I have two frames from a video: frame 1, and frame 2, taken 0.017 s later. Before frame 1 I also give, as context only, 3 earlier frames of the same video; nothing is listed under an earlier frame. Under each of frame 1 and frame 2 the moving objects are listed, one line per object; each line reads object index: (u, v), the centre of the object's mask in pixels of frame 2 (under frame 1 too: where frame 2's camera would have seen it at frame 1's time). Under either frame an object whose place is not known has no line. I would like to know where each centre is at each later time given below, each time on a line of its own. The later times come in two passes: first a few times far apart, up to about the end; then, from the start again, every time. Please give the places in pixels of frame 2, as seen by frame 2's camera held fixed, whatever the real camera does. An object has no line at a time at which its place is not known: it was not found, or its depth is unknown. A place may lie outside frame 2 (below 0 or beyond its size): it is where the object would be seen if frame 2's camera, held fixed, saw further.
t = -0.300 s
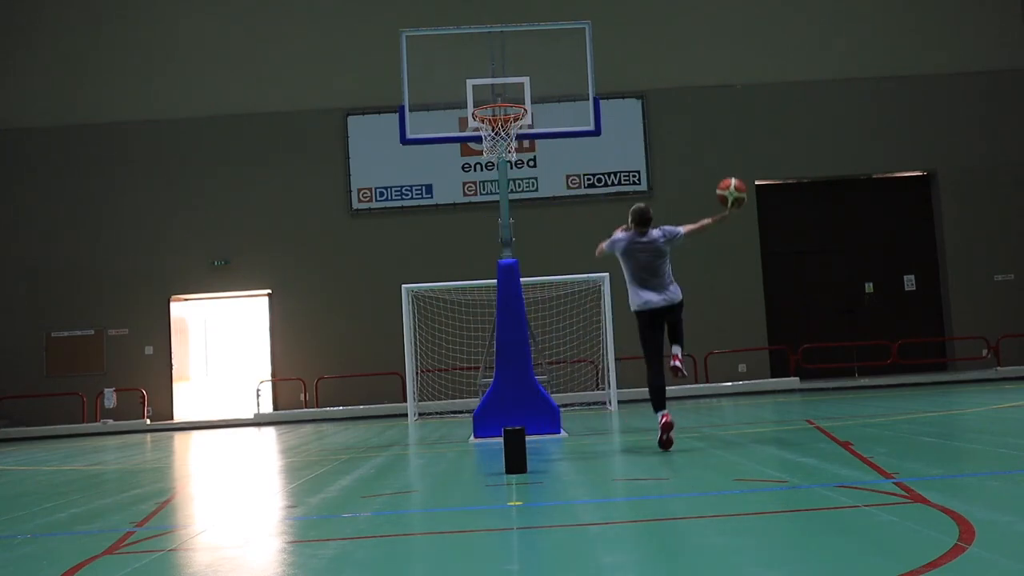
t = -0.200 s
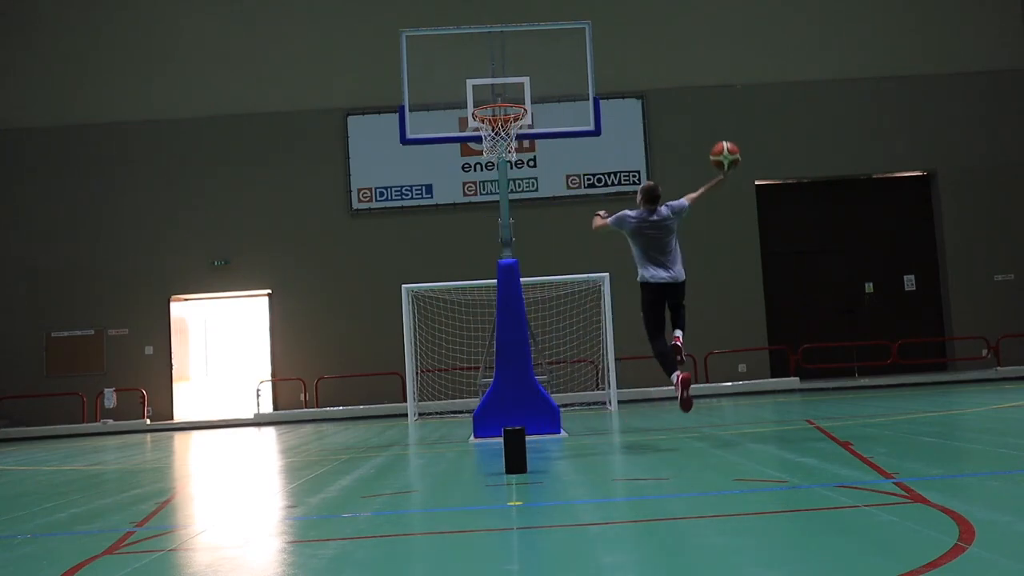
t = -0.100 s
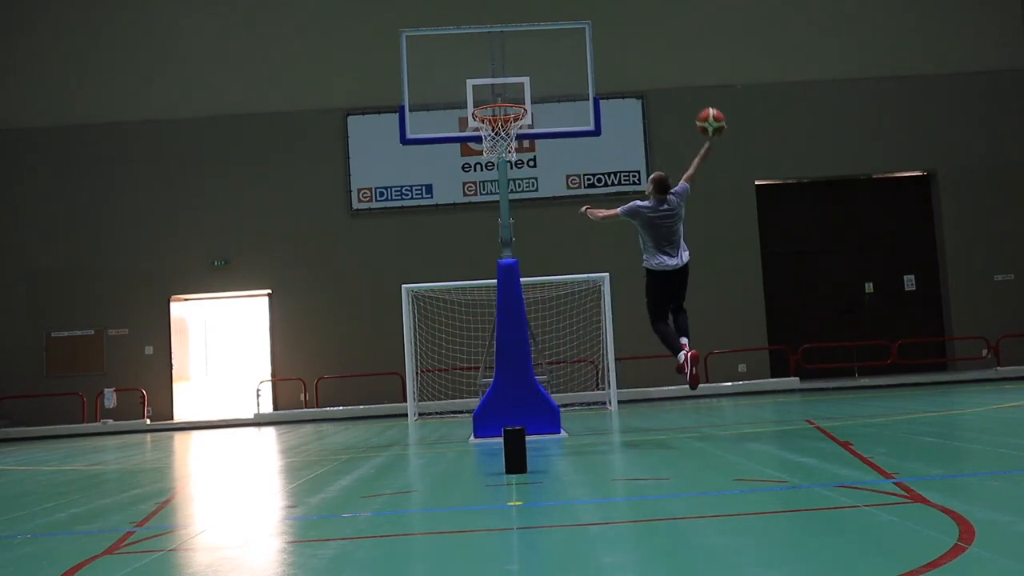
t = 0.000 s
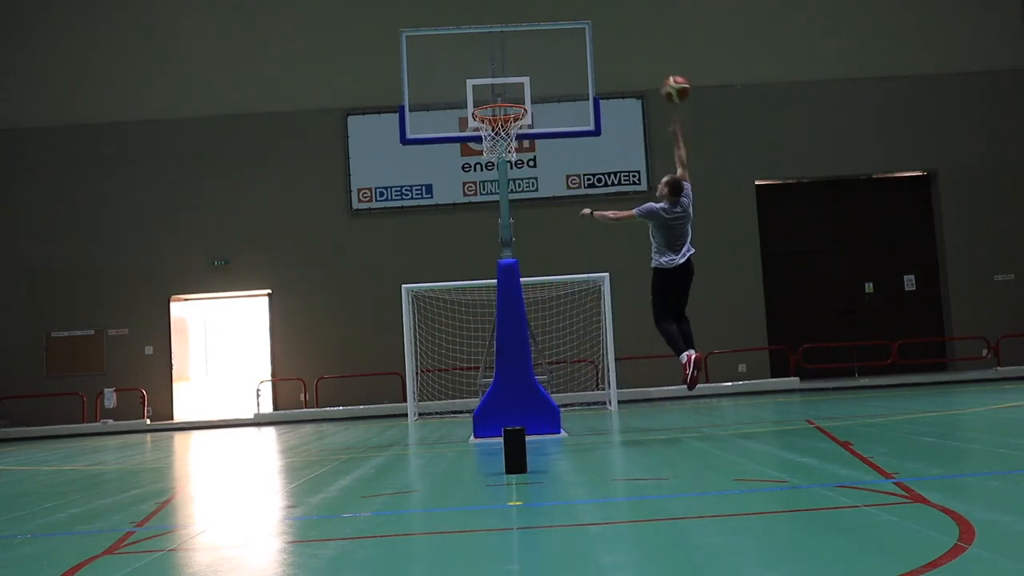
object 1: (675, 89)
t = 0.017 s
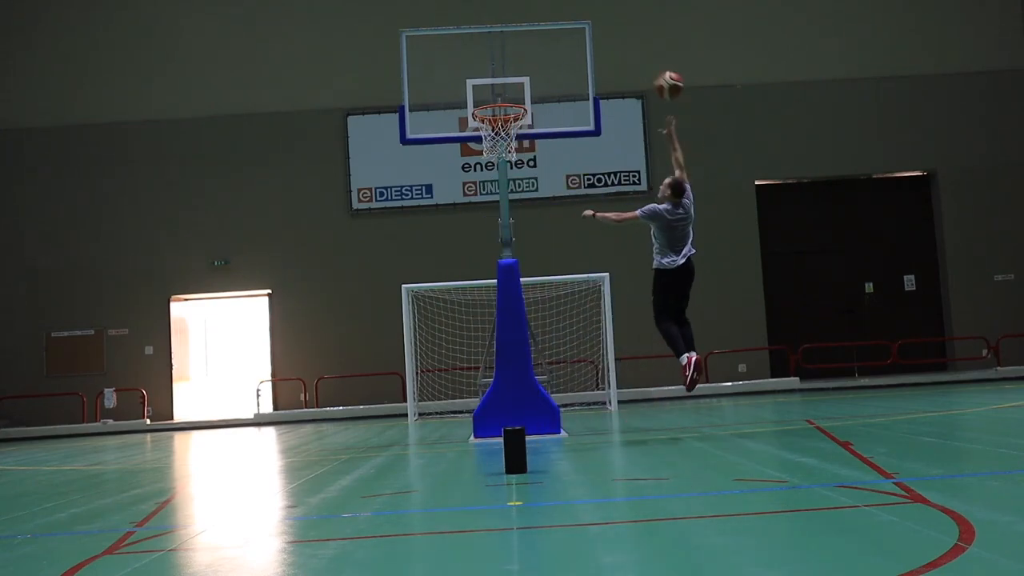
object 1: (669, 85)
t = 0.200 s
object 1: (599, 57)
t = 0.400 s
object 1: (545, 58)
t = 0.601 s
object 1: (510, 91)
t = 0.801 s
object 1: (491, 94)
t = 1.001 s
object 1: (495, 100)
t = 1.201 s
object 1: (516, 138)
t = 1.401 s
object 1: (518, 161)
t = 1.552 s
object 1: (517, 205)
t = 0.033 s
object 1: (662, 81)
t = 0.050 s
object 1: (655, 77)
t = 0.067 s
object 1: (649, 73)
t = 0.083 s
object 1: (642, 70)
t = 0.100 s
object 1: (636, 68)
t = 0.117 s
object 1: (630, 65)
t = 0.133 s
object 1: (622, 63)
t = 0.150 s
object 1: (617, 61)
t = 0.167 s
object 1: (611, 60)
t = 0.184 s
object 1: (606, 58)
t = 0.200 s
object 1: (599, 57)
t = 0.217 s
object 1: (593, 57)
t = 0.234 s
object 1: (587, 56)
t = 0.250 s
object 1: (581, 56)
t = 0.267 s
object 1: (575, 56)
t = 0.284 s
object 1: (570, 56)
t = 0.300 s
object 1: (564, 57)
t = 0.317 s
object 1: (560, 57)
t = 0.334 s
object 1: (557, 57)
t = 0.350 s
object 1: (554, 57)
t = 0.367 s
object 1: (551, 57)
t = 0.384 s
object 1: (548, 58)
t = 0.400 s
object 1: (545, 58)
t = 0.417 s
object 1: (543, 59)
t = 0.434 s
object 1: (540, 60)
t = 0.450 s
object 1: (537, 62)
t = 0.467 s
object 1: (534, 64)
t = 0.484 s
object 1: (531, 66)
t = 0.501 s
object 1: (528, 69)
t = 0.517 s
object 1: (525, 72)
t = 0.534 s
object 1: (522, 75)
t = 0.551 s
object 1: (519, 79)
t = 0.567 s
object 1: (516, 83)
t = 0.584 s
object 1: (513, 88)
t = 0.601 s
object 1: (510, 91)
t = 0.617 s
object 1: (508, 94)
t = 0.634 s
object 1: (506, 93)
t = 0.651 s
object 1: (505, 93)
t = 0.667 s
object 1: (503, 92)
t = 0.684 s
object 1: (502, 91)
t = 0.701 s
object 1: (500, 91)
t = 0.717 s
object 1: (499, 91)
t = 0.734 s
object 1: (497, 91)
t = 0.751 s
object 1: (495, 92)
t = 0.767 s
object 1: (494, 92)
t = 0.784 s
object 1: (492, 93)
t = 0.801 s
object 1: (491, 94)
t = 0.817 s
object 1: (489, 94)
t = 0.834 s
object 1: (487, 96)
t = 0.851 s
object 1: (486, 97)
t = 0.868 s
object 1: (484, 98)
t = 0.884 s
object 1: (483, 100)
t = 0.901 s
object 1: (485, 100)
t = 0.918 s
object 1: (486, 99)
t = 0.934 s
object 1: (487, 99)
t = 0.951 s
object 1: (489, 99)
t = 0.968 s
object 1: (491, 99)
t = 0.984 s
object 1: (493, 100)
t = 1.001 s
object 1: (495, 100)
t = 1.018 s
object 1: (497, 101)
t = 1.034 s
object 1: (501, 107)
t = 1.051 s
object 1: (500, 112)
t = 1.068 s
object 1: (500, 116)
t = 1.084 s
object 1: (502, 117)
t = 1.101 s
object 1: (503, 119)
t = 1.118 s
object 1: (506, 121)
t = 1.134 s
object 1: (506, 124)
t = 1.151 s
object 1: (512, 128)
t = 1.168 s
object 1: (513, 132)
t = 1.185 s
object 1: (514, 137)
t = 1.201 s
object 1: (516, 138)
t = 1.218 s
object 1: (517, 138)
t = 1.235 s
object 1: (517, 141)
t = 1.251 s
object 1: (518, 141)
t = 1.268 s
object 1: (519, 142)
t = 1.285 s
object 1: (519, 143)
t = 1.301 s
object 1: (518, 144)
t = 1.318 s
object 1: (518, 147)
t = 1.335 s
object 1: (518, 150)
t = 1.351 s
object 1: (517, 152)
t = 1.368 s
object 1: (517, 155)
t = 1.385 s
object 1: (517, 158)
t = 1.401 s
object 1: (518, 161)
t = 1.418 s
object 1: (518, 165)
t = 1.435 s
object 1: (517, 168)
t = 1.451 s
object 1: (517, 173)
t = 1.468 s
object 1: (517, 178)
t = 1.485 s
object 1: (517, 183)
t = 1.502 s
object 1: (517, 188)
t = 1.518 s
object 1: (517, 193)
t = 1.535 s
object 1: (518, 199)
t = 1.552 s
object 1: (517, 205)
